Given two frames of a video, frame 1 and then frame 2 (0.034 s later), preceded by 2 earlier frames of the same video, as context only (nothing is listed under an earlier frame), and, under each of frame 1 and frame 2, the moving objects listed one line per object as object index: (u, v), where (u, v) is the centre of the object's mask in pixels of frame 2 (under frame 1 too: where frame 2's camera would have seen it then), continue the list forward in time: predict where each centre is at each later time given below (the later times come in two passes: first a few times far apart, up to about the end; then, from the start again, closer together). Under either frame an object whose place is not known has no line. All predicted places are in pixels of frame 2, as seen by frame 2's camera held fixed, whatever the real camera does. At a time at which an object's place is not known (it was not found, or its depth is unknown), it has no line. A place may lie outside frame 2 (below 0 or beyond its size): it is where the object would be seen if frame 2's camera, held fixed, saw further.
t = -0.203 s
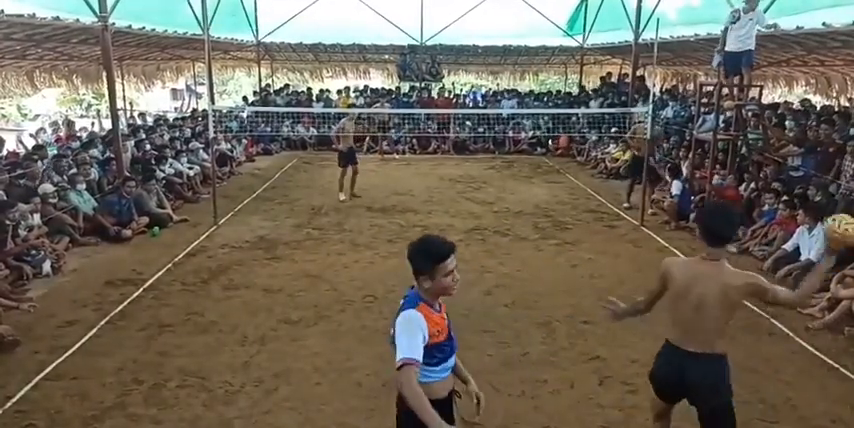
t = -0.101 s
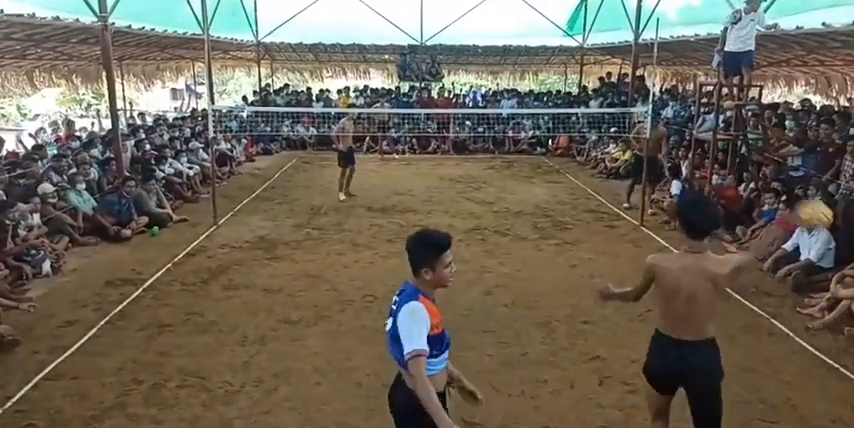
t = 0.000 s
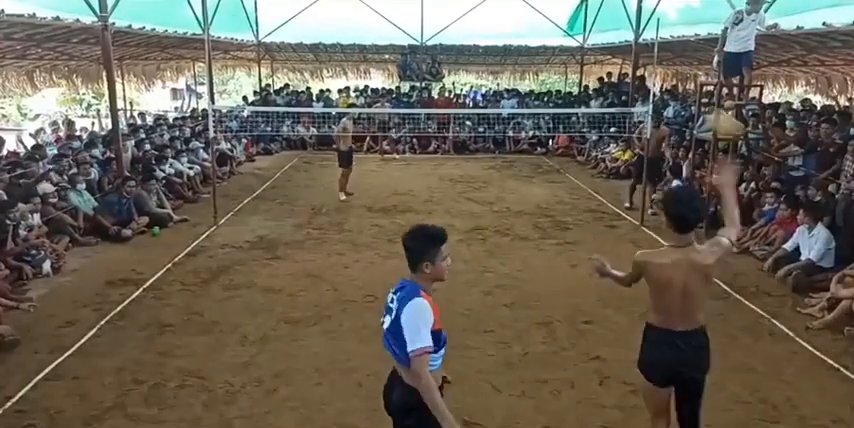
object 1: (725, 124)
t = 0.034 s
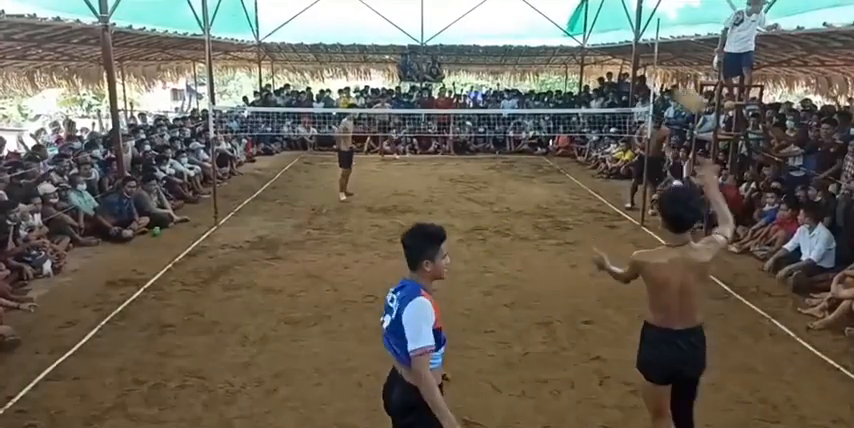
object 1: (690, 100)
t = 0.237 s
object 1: (552, 31)
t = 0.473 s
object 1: (470, 35)
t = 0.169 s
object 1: (589, 43)
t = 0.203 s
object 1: (569, 38)
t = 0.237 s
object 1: (552, 31)
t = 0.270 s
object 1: (537, 28)
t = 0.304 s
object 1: (524, 27)
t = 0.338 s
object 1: (511, 26)
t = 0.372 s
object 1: (499, 27)
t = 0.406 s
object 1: (489, 29)
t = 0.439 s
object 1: (479, 32)
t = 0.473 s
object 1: (470, 35)
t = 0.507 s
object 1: (462, 39)
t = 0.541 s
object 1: (454, 42)
